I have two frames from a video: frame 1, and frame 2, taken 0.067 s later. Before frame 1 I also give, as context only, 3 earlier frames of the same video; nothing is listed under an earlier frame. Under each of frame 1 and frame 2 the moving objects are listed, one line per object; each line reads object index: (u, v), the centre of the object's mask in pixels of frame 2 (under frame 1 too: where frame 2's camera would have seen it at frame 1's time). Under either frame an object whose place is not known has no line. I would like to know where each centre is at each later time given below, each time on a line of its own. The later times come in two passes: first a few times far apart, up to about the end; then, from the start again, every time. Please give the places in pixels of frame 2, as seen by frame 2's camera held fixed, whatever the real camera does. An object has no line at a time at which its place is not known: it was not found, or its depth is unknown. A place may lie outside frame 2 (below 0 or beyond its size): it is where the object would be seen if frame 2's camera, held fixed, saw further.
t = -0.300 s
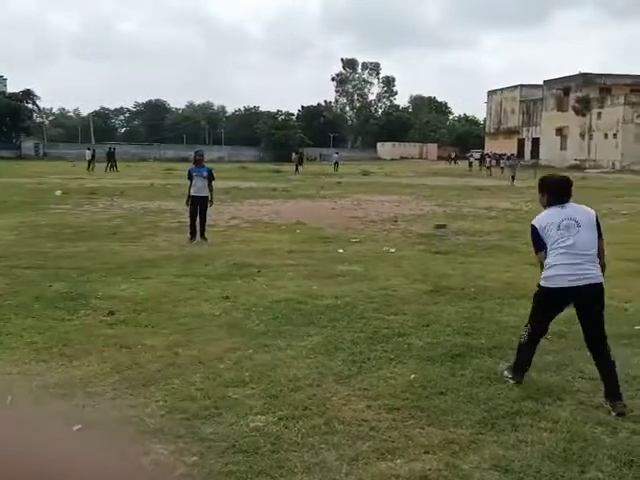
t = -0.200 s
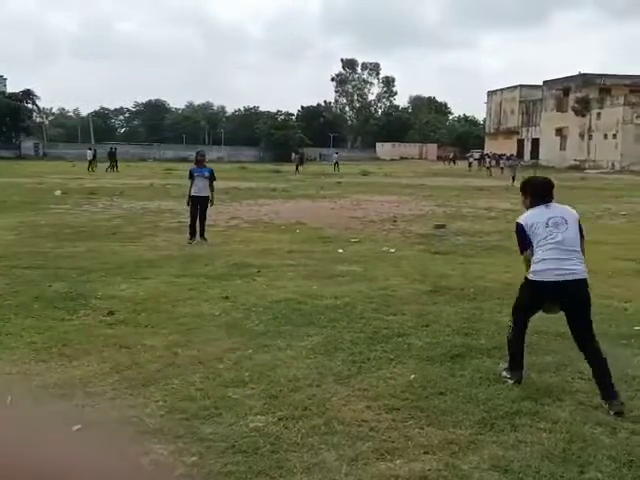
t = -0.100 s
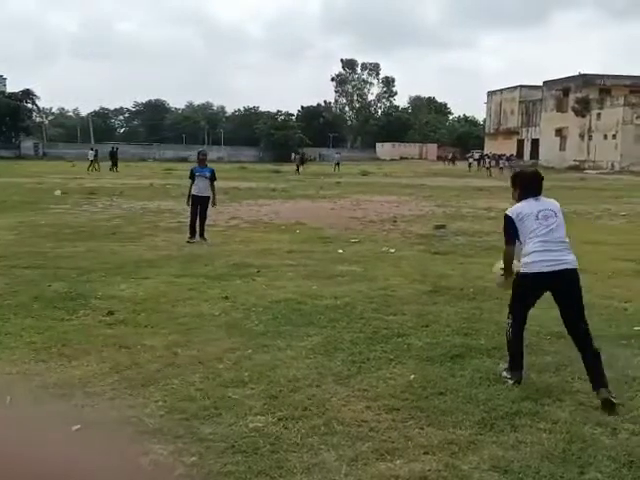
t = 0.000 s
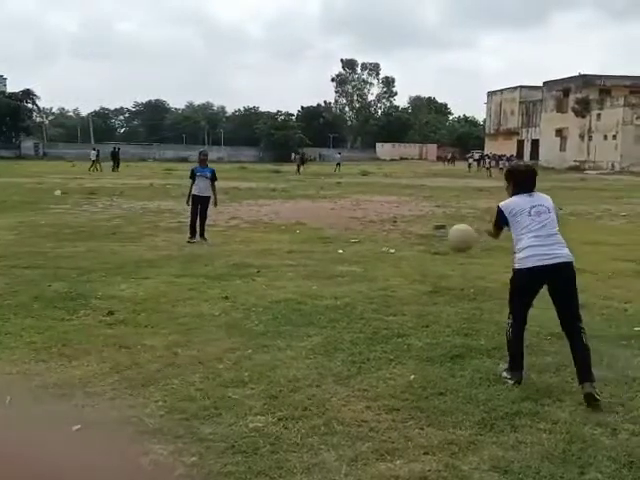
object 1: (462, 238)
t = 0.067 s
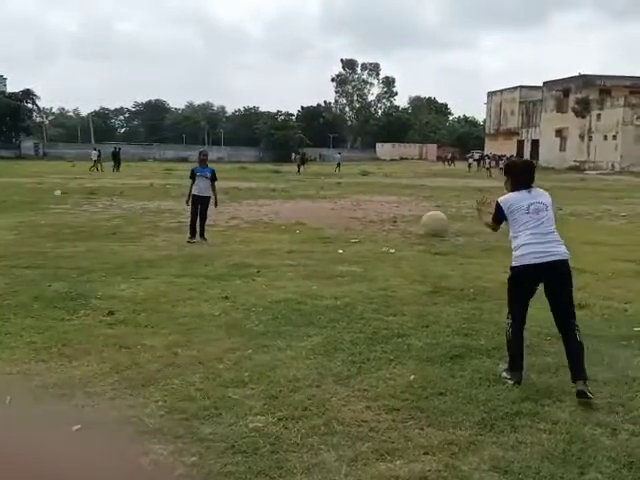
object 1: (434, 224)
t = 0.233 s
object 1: (378, 215)
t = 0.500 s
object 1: (312, 253)
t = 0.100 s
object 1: (422, 219)
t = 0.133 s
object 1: (409, 216)
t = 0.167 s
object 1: (400, 215)
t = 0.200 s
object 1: (388, 214)
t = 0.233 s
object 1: (378, 215)
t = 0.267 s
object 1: (369, 217)
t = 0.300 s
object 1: (359, 220)
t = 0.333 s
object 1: (351, 224)
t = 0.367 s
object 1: (342, 229)
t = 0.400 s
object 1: (334, 235)
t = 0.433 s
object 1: (327, 242)
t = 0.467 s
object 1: (320, 247)
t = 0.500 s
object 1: (312, 253)
